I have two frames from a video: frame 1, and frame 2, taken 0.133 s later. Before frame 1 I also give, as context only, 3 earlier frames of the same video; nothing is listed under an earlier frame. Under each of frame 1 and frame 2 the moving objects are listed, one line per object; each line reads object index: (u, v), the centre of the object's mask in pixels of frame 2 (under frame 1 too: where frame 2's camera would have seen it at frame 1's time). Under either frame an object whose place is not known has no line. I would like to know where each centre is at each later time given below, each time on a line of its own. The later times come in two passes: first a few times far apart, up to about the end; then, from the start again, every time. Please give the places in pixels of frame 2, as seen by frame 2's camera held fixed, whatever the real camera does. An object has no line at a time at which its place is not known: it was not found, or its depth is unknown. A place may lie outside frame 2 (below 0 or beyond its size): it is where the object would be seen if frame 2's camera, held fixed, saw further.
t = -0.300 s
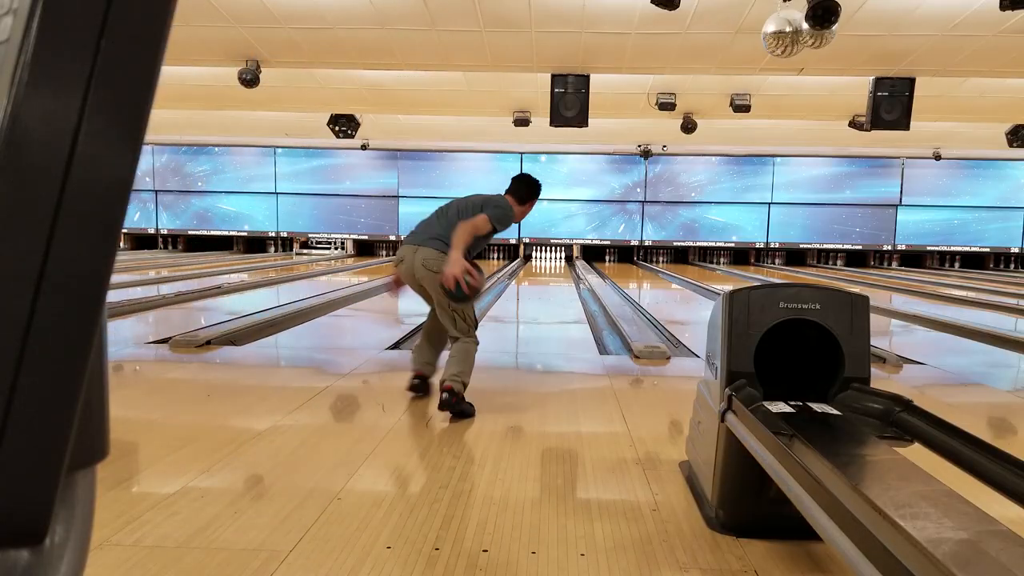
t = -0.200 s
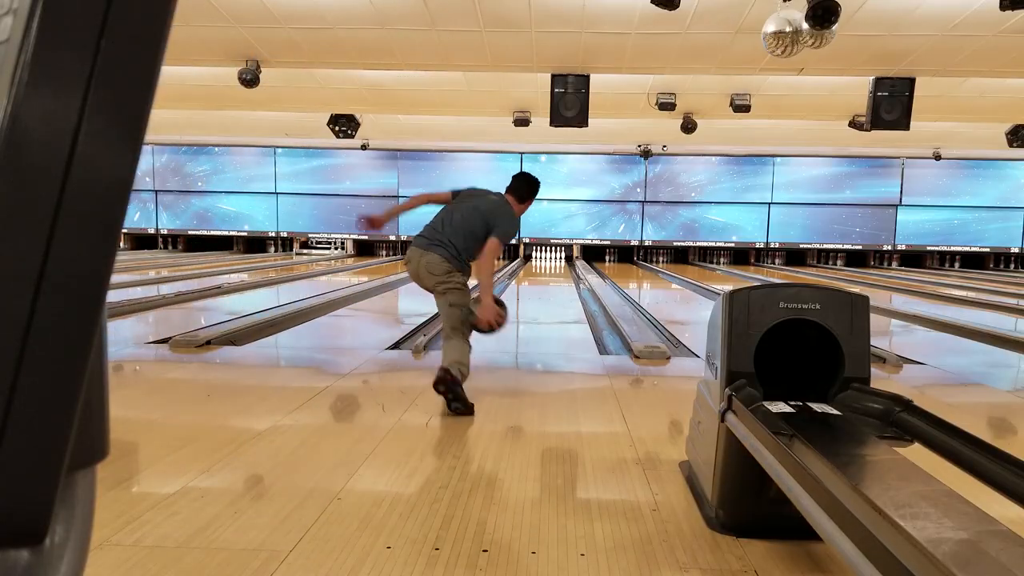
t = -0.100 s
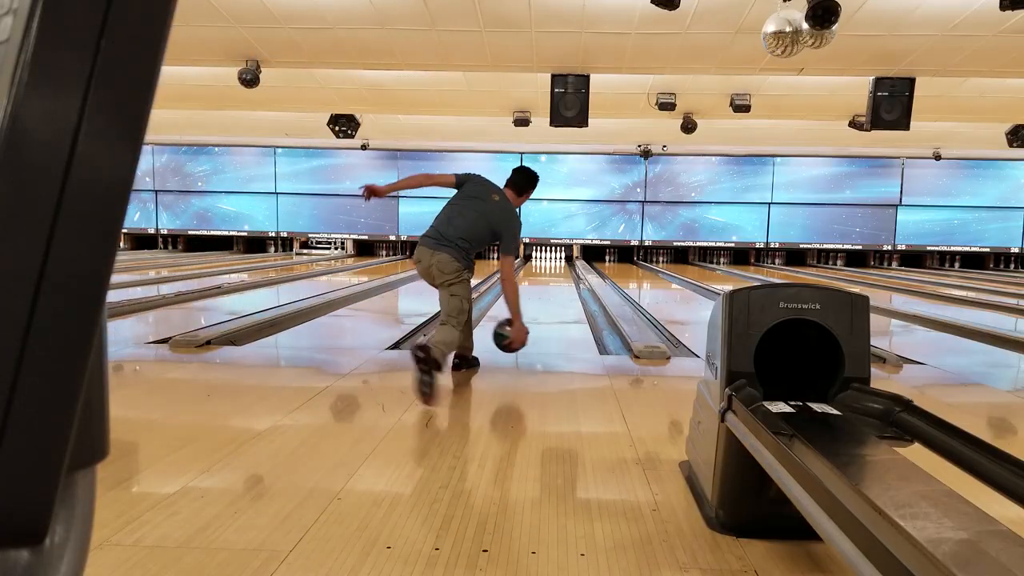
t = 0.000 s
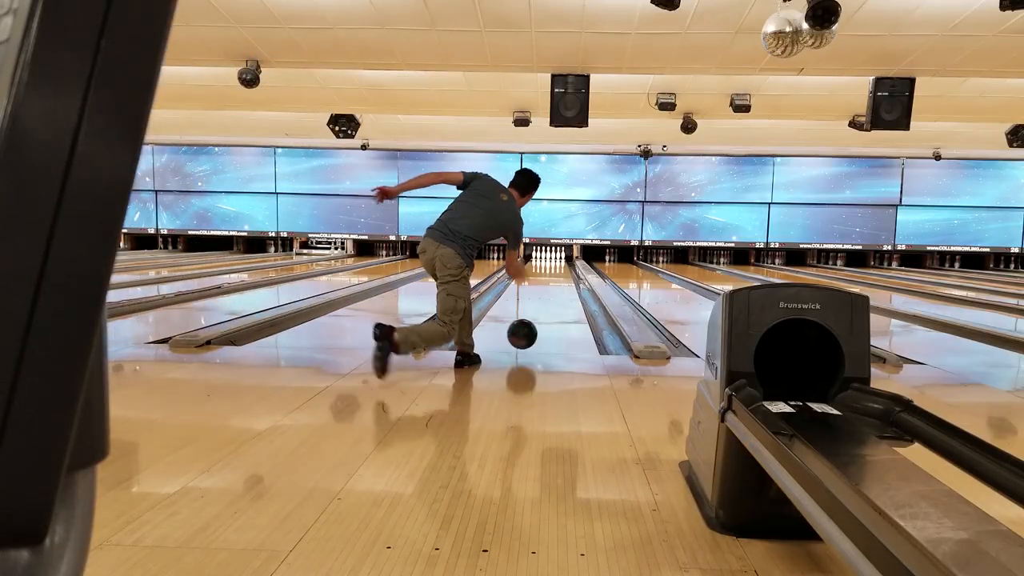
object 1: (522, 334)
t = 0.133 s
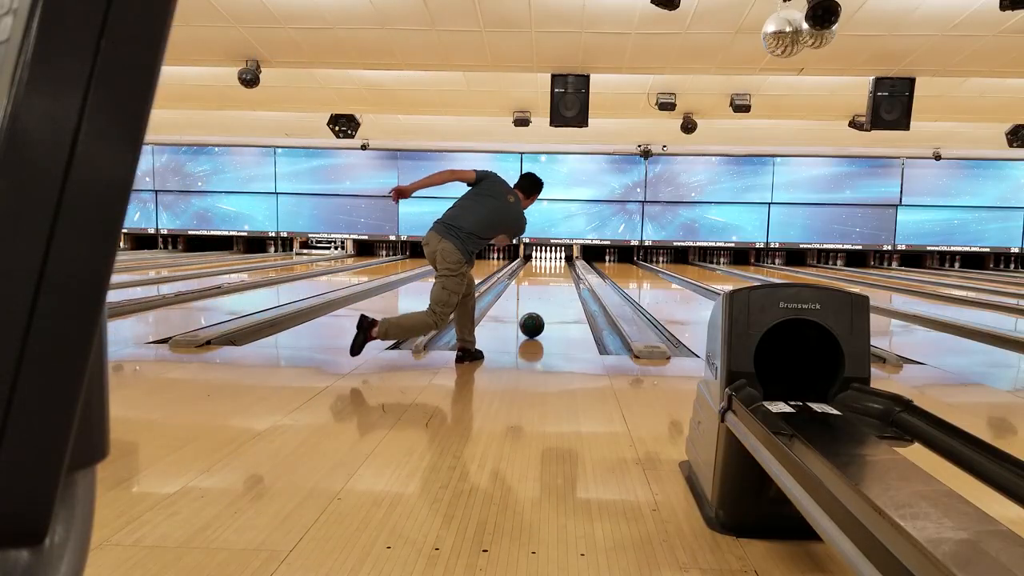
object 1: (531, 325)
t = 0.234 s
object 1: (537, 314)
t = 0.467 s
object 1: (545, 297)
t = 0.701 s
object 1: (551, 286)
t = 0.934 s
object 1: (554, 278)
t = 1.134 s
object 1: (556, 274)
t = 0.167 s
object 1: (533, 321)
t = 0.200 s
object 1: (535, 318)
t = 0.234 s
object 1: (537, 314)
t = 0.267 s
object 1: (538, 311)
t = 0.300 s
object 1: (540, 309)
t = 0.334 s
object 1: (541, 306)
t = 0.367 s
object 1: (542, 304)
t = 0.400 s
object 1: (543, 302)
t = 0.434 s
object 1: (544, 299)
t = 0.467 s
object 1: (545, 297)
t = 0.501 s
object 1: (546, 296)
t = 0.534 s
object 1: (547, 294)
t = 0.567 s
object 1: (548, 292)
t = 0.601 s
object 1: (549, 291)
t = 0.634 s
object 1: (549, 289)
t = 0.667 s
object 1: (550, 288)
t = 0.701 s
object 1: (551, 286)
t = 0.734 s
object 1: (551, 285)
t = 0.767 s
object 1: (552, 284)
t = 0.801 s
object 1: (552, 283)
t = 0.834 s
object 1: (553, 282)
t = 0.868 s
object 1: (553, 280)
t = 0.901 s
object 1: (553, 280)
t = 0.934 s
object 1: (554, 278)
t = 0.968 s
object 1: (554, 278)
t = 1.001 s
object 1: (555, 277)
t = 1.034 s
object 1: (555, 276)
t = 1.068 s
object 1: (555, 275)
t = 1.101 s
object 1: (556, 274)
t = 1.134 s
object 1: (556, 274)
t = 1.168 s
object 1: (556, 272)
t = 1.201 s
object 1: (556, 272)
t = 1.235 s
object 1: (557, 271)
